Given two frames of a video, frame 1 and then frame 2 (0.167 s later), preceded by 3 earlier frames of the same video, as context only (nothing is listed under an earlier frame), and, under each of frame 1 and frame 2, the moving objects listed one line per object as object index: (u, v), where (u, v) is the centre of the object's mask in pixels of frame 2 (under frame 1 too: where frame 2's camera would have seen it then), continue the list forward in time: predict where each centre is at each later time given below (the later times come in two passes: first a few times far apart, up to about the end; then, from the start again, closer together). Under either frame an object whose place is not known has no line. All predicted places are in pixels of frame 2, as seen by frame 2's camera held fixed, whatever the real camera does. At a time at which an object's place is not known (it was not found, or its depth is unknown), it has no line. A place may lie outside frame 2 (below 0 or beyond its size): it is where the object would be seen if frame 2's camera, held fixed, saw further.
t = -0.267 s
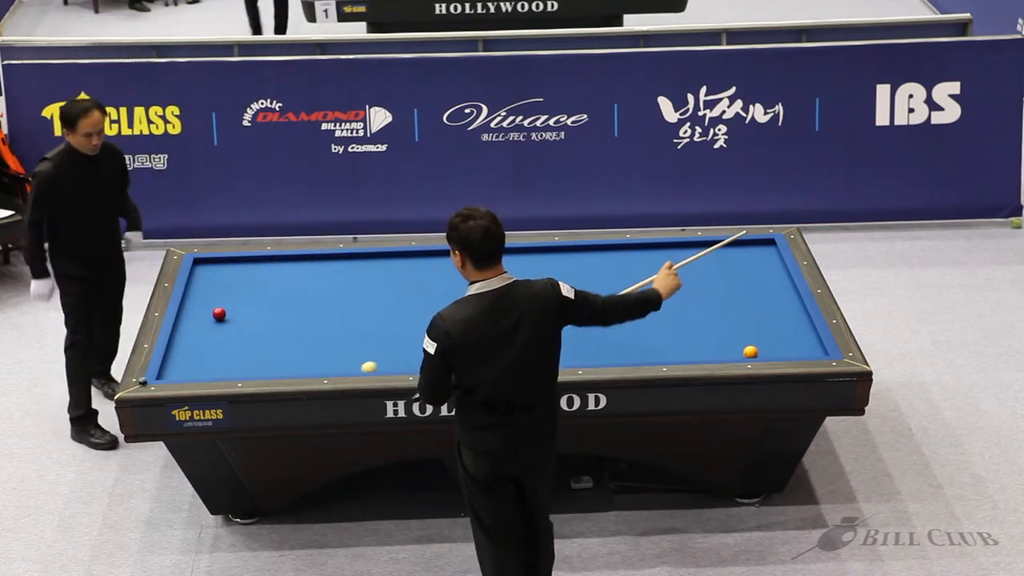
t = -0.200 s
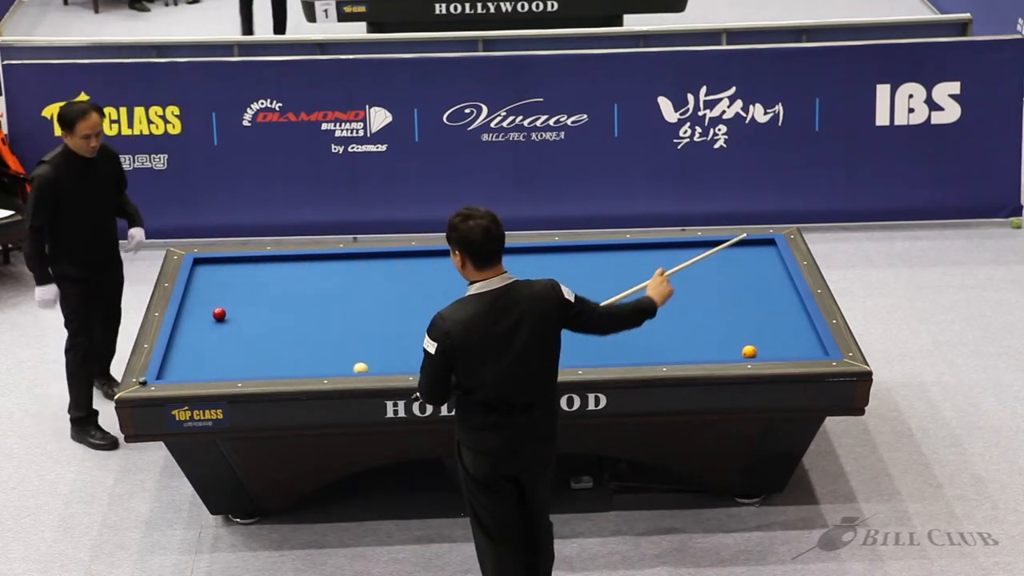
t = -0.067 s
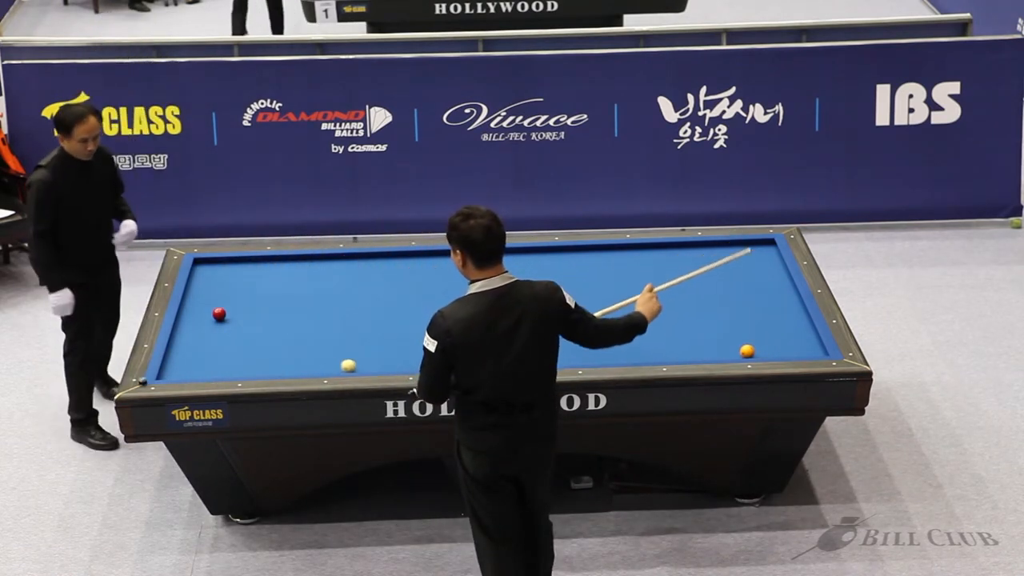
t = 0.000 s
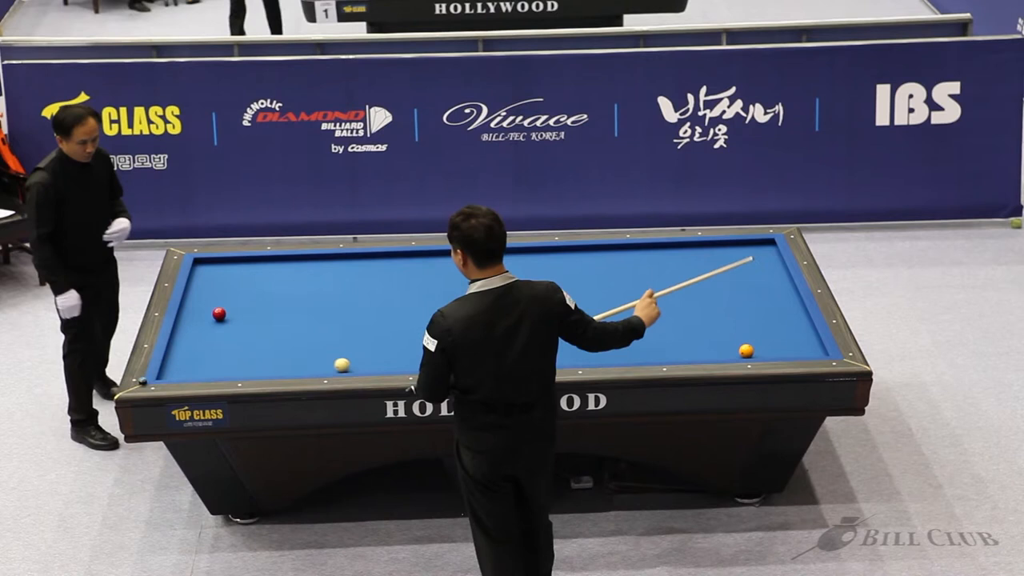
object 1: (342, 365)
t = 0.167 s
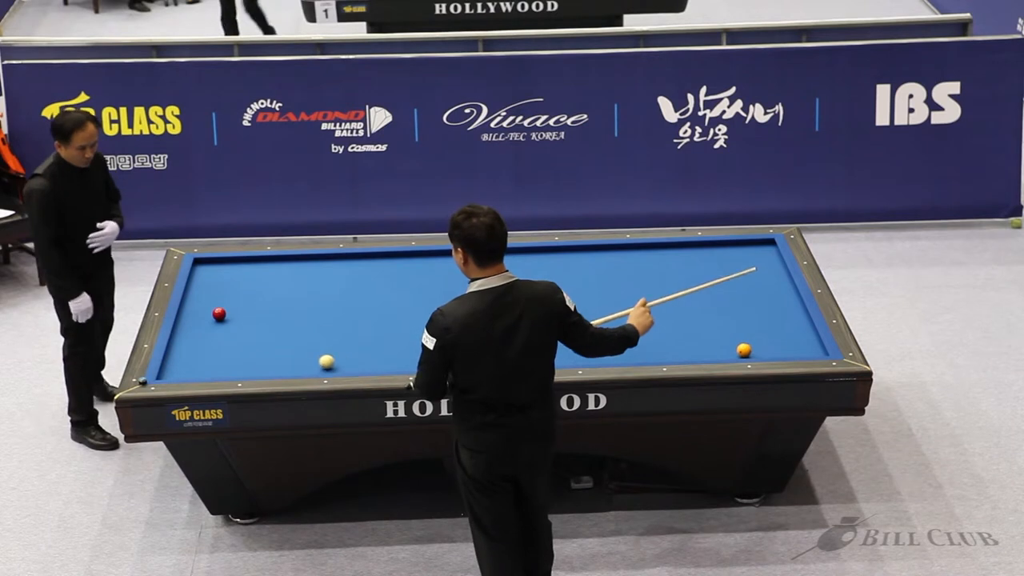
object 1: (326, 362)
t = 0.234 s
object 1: (320, 361)
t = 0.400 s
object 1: (305, 357)
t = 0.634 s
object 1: (285, 353)
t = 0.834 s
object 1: (268, 349)
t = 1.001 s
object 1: (255, 346)
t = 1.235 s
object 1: (236, 342)
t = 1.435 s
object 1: (221, 339)
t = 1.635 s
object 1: (206, 336)
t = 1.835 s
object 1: (192, 333)
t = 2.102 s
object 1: (182, 329)
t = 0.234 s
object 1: (320, 361)
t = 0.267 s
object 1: (318, 360)
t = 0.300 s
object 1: (315, 359)
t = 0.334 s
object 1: (311, 359)
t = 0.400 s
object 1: (305, 357)
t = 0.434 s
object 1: (303, 357)
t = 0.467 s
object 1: (300, 356)
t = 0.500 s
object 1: (297, 356)
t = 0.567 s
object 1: (291, 354)
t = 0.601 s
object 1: (288, 354)
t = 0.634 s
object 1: (285, 353)
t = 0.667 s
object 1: (282, 353)
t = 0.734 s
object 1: (277, 351)
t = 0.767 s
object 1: (274, 351)
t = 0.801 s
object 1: (271, 350)
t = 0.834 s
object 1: (268, 349)
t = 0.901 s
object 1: (263, 348)
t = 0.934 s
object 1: (260, 348)
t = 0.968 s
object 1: (257, 347)
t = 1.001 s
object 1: (255, 346)
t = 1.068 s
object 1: (249, 345)
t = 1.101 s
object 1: (247, 345)
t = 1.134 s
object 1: (244, 344)
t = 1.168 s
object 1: (241, 344)
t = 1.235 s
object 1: (236, 342)
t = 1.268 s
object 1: (234, 342)
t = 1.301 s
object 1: (231, 341)
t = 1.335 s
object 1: (229, 341)
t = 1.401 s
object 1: (223, 340)
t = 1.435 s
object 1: (221, 339)
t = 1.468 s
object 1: (218, 339)
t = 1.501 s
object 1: (216, 338)
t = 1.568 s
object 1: (211, 337)
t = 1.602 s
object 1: (208, 337)
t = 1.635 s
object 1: (206, 336)
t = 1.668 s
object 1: (204, 335)
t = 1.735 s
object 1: (199, 334)
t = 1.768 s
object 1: (196, 334)
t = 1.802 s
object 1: (194, 333)
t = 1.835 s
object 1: (192, 333)
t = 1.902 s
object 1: (187, 332)
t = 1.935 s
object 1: (184, 331)
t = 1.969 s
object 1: (182, 331)
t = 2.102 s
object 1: (182, 329)
